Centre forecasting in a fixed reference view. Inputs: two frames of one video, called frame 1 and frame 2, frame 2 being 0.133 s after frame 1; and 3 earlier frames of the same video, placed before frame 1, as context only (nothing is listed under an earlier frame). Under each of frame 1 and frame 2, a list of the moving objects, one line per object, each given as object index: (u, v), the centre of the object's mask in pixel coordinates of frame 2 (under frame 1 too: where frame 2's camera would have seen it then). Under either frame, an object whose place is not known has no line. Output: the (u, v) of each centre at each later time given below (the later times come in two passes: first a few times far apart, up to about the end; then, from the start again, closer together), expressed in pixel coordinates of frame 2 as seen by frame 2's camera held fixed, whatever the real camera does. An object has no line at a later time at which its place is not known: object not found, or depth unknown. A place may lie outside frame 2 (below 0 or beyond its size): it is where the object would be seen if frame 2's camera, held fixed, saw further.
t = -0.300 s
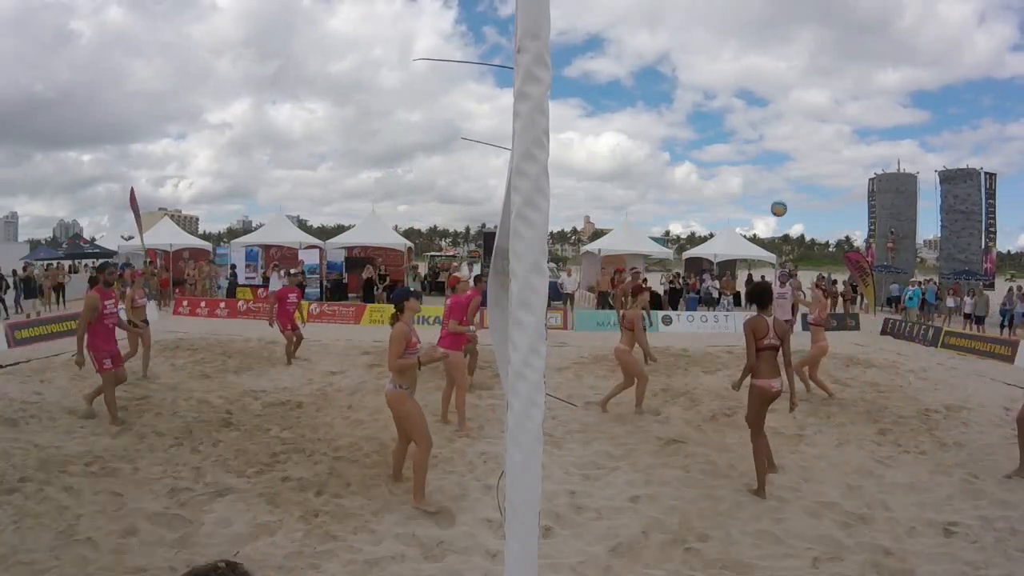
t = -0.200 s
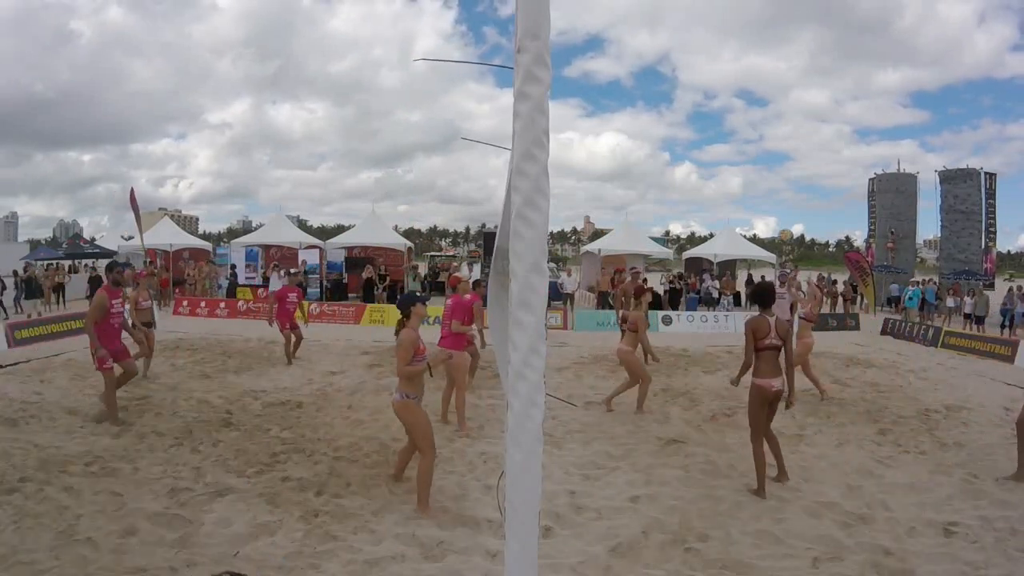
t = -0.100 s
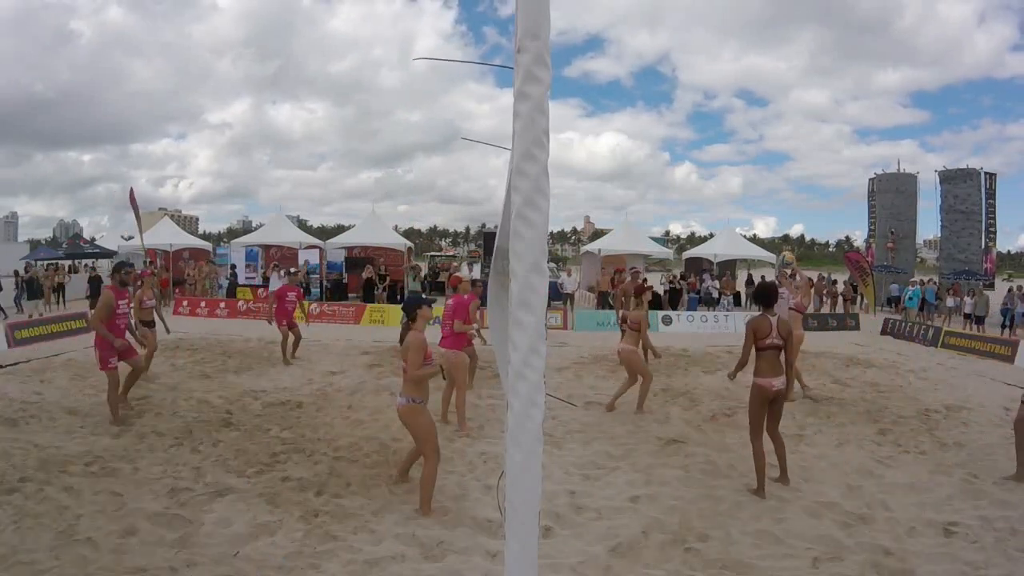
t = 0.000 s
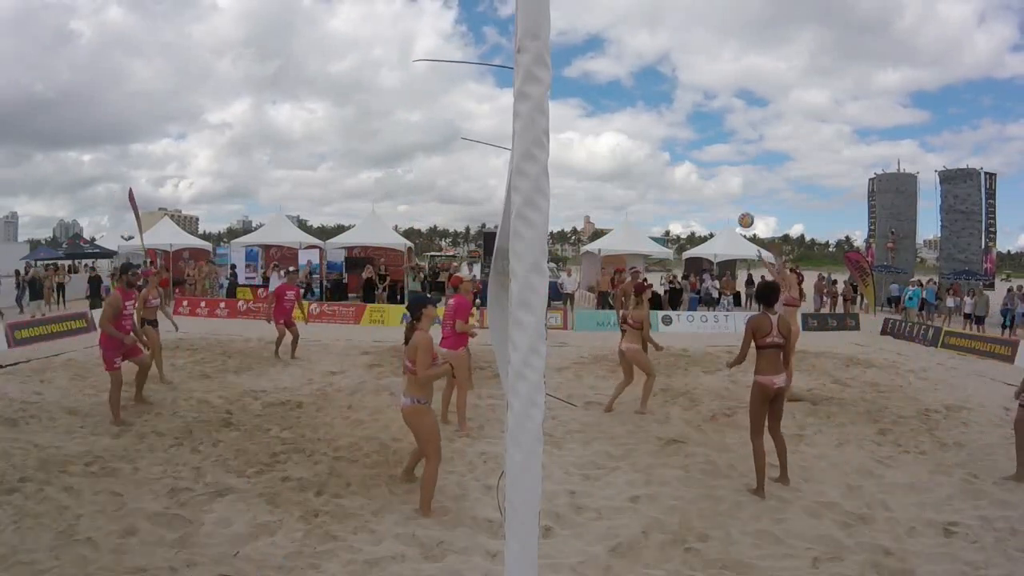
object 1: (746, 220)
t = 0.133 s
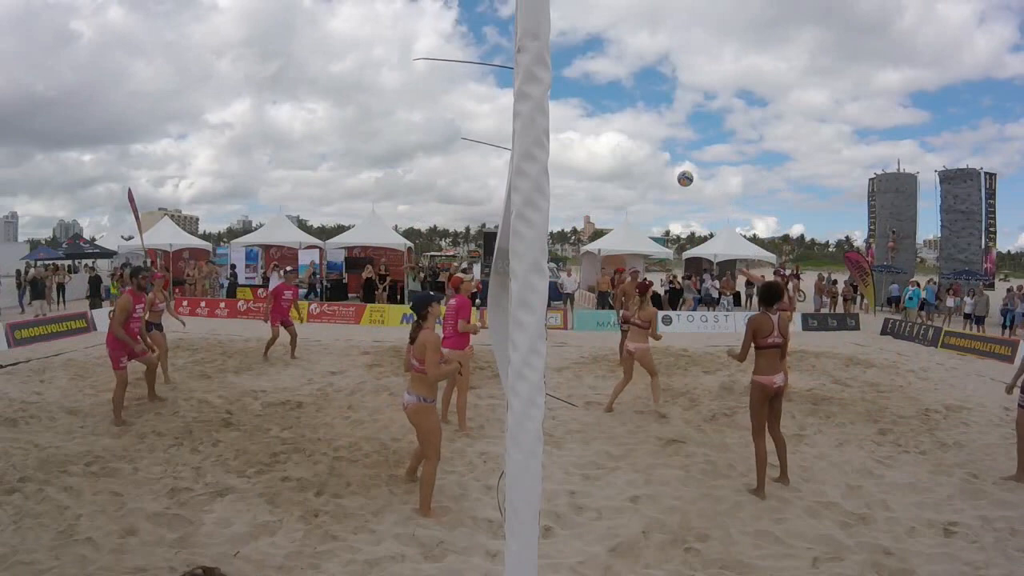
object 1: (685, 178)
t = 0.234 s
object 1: (637, 157)
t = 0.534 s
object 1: (495, 143)
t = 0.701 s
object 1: (421, 167)
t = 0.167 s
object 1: (669, 170)
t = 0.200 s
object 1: (653, 163)
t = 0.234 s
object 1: (637, 157)
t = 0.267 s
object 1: (621, 151)
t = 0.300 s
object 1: (605, 147)
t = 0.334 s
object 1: (589, 144)
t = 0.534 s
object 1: (495, 143)
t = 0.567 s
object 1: (480, 146)
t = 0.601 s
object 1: (465, 150)
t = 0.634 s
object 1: (450, 155)
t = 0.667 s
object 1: (436, 161)
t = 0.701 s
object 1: (421, 167)
